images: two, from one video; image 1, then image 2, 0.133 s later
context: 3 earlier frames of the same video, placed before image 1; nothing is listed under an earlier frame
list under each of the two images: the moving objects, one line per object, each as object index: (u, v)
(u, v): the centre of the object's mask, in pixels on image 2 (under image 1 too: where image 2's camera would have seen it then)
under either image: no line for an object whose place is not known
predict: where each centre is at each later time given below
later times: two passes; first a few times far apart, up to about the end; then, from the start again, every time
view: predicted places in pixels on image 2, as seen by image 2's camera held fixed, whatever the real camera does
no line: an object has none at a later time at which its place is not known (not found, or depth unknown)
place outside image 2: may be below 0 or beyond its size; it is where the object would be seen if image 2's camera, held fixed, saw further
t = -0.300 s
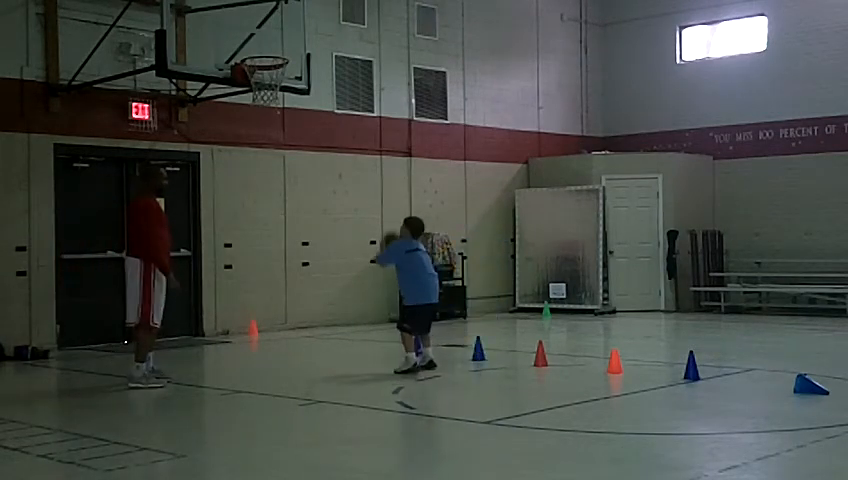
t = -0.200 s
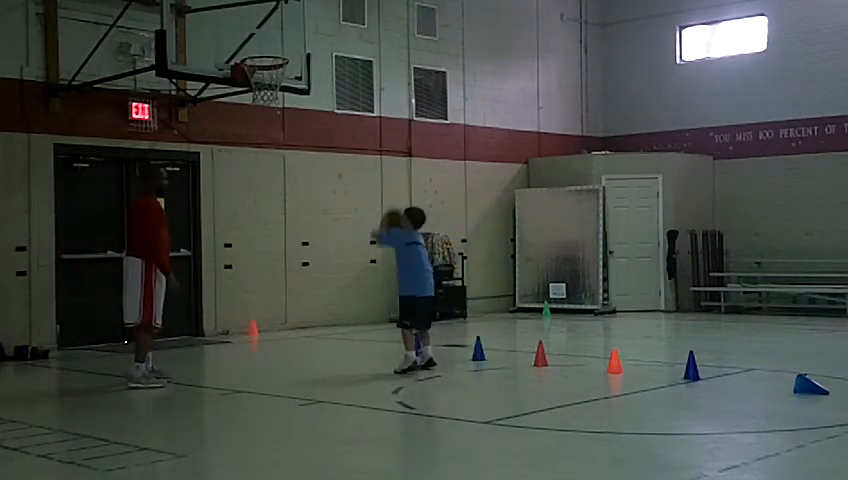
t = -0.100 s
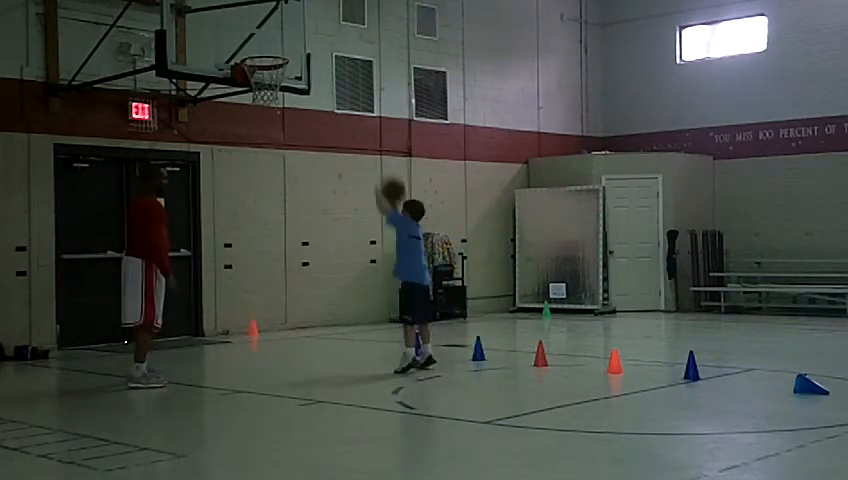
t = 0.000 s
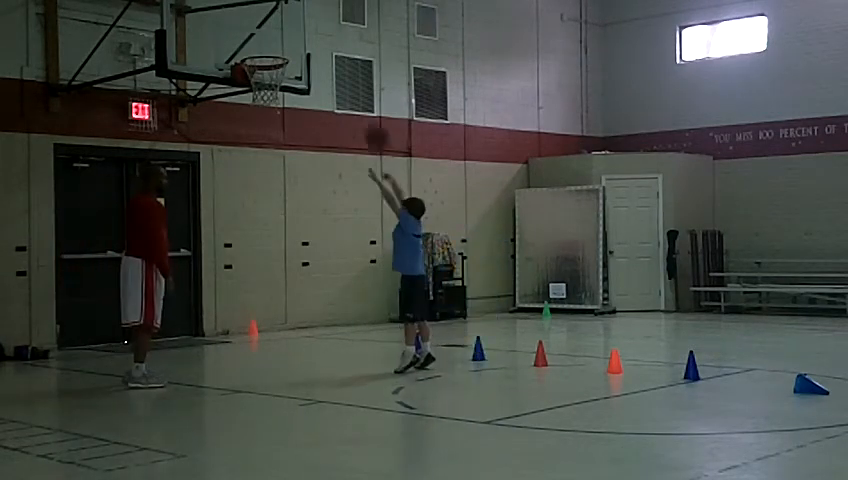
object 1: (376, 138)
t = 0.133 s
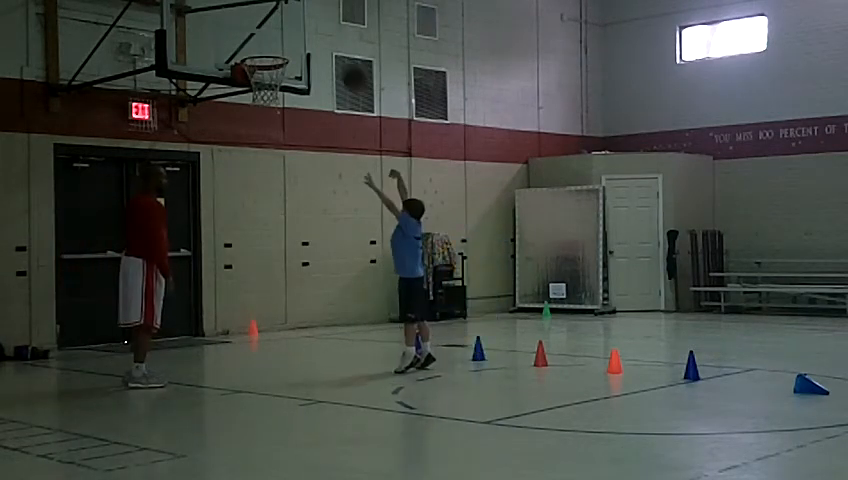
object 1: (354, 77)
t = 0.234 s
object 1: (337, 45)
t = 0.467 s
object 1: (303, 15)
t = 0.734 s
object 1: (267, 46)
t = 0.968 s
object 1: (253, 87)
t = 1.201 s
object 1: (258, 149)
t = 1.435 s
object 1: (263, 257)
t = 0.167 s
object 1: (348, 66)
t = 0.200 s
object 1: (342, 54)
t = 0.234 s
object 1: (337, 45)
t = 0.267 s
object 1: (333, 37)
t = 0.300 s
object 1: (327, 31)
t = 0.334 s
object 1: (323, 26)
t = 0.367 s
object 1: (318, 21)
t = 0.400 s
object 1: (313, 18)
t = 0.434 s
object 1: (308, 16)
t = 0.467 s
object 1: (303, 15)
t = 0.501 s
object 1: (298, 15)
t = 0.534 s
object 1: (294, 17)
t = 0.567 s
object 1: (289, 19)
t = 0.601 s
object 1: (285, 22)
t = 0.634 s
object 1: (280, 27)
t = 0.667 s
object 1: (276, 33)
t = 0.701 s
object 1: (271, 39)
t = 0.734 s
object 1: (267, 46)
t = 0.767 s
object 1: (263, 54)
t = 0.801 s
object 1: (261, 66)
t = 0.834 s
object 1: (259, 73)
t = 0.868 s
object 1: (257, 81)
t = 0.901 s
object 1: (256, 84)
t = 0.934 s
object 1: (253, 85)
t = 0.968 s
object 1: (253, 87)
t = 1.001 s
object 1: (255, 96)
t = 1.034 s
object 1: (255, 101)
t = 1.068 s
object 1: (255, 109)
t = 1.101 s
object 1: (255, 116)
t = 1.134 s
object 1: (256, 127)
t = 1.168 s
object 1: (257, 137)
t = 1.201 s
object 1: (258, 149)
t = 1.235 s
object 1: (259, 161)
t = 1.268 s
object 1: (260, 175)
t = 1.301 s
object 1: (261, 189)
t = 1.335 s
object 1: (261, 205)
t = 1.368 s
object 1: (262, 221)
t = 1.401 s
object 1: (262, 239)
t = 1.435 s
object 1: (263, 257)
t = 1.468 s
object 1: (264, 278)
